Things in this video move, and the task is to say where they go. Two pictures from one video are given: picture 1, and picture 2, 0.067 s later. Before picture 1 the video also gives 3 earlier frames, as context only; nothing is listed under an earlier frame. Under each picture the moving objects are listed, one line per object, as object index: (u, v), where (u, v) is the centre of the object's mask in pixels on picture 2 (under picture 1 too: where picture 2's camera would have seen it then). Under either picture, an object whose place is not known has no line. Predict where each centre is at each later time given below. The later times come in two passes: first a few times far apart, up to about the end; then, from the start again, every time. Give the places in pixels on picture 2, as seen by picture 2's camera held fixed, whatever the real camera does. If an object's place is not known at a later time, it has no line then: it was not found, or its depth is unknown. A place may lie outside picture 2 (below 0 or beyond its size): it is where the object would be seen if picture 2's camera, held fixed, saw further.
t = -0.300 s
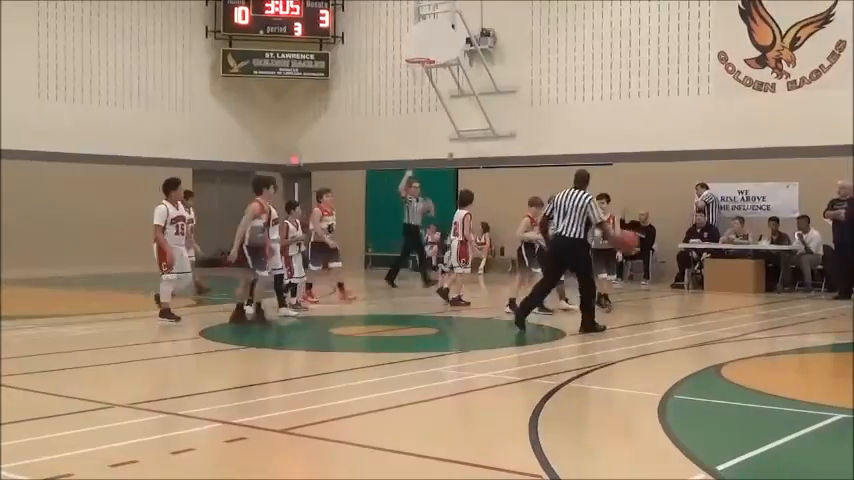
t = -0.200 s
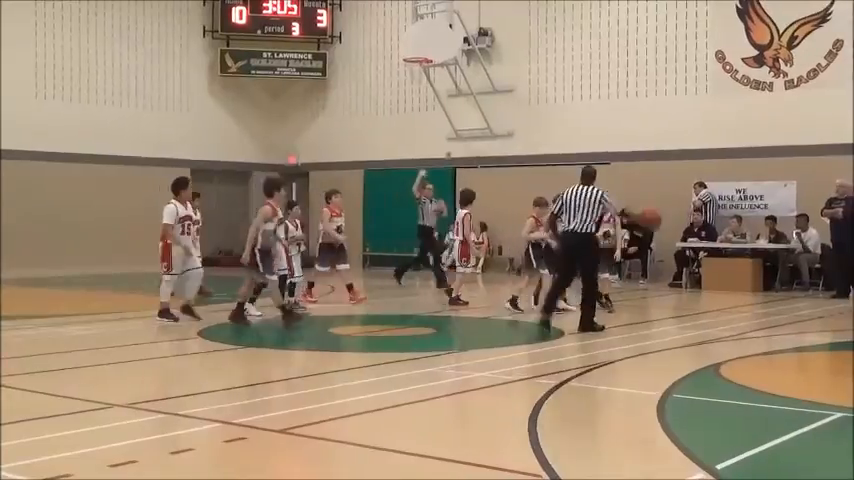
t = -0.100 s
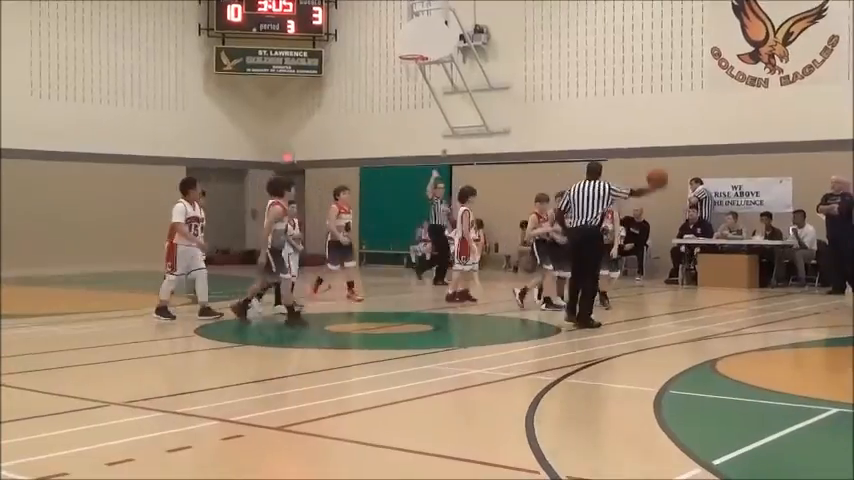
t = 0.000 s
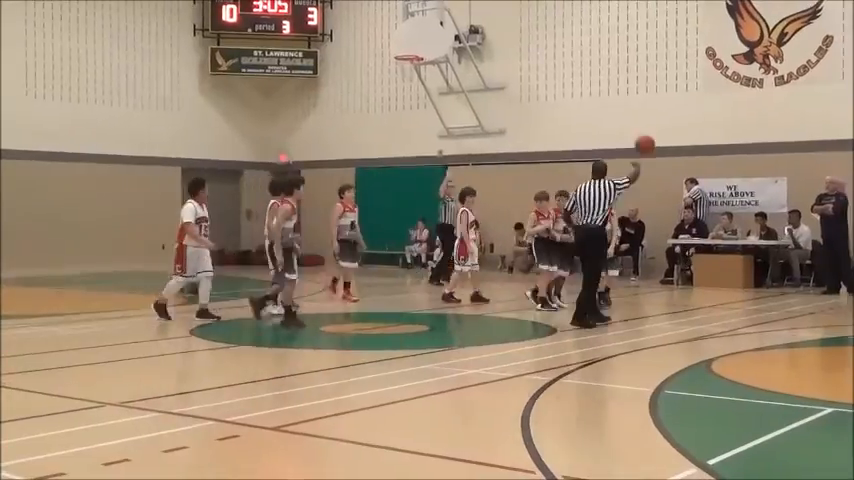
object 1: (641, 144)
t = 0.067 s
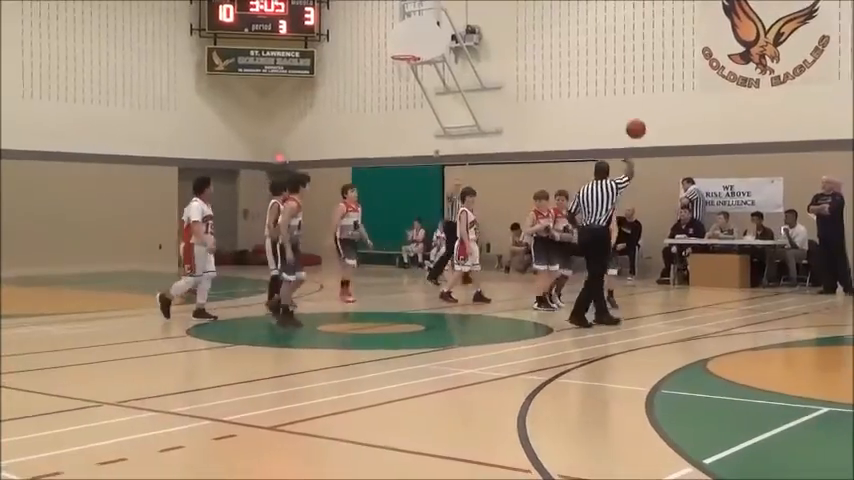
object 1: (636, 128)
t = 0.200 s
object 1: (626, 111)
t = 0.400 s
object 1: (612, 113)
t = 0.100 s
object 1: (633, 122)
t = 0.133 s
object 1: (630, 117)
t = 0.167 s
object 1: (628, 114)
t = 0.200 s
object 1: (626, 111)
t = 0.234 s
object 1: (623, 109)
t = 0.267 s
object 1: (621, 108)
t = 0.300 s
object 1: (619, 108)
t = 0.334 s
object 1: (617, 108)
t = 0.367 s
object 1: (615, 110)
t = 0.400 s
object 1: (612, 113)
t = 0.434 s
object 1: (610, 116)
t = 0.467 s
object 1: (609, 120)
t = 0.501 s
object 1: (607, 125)
